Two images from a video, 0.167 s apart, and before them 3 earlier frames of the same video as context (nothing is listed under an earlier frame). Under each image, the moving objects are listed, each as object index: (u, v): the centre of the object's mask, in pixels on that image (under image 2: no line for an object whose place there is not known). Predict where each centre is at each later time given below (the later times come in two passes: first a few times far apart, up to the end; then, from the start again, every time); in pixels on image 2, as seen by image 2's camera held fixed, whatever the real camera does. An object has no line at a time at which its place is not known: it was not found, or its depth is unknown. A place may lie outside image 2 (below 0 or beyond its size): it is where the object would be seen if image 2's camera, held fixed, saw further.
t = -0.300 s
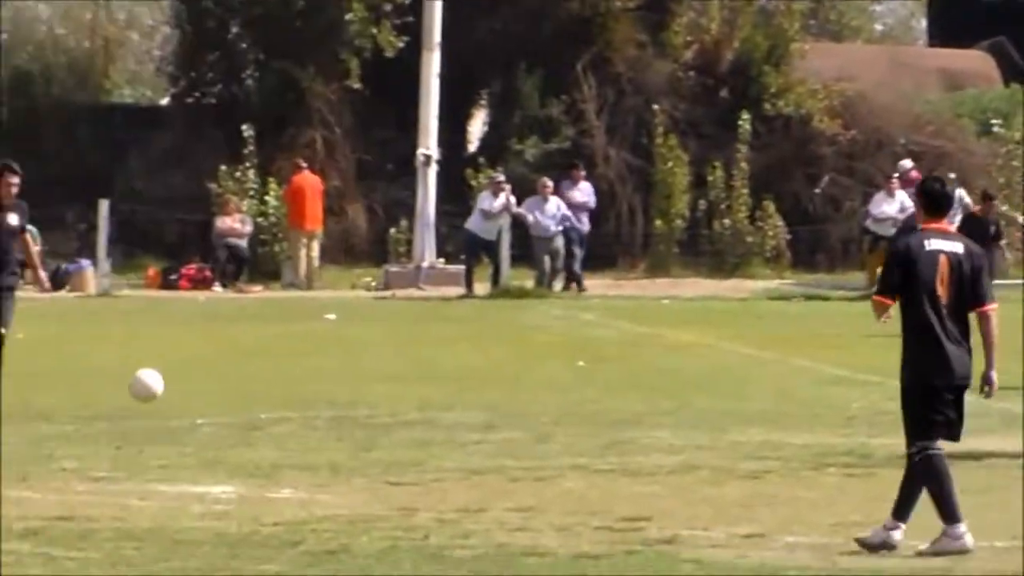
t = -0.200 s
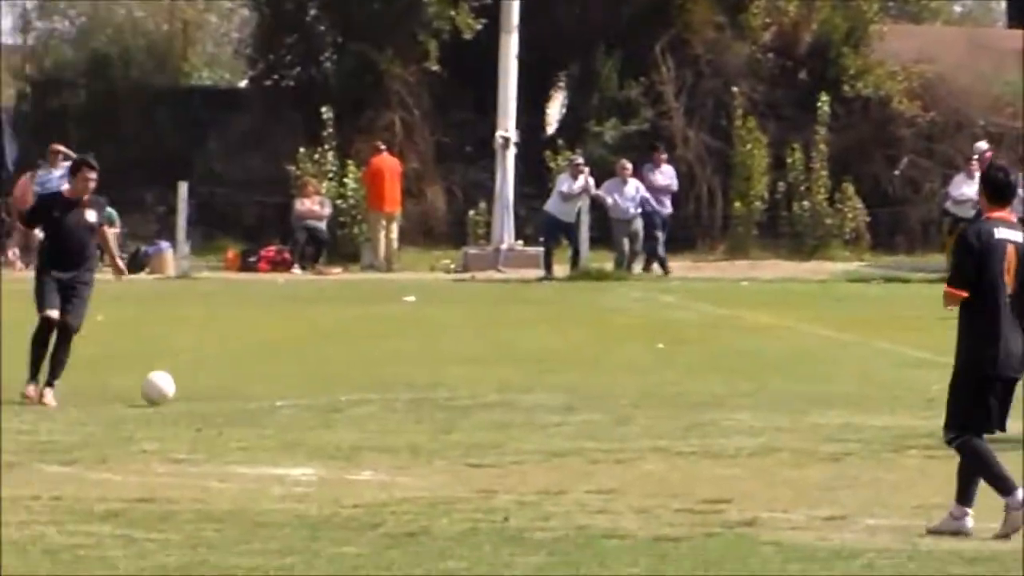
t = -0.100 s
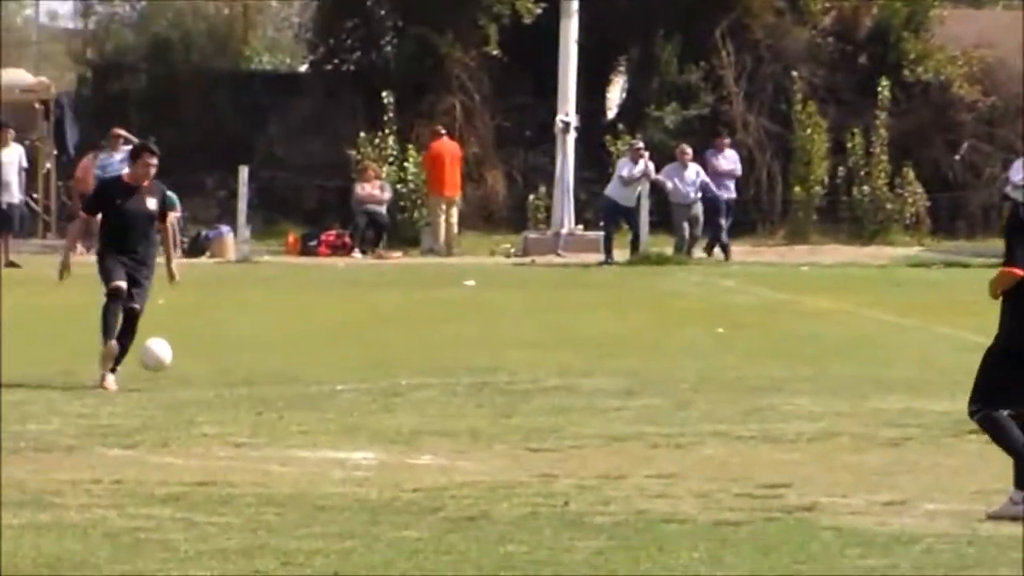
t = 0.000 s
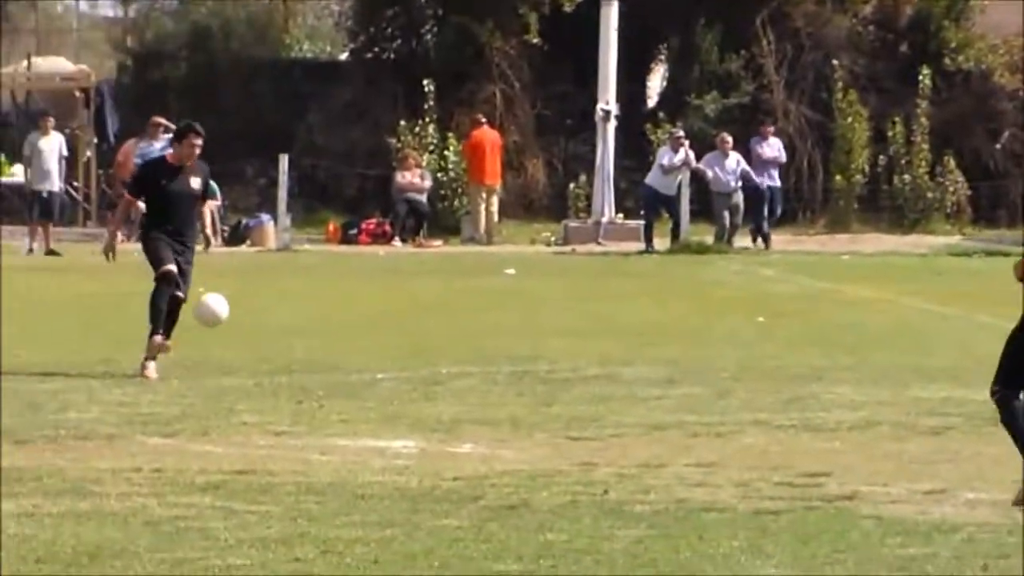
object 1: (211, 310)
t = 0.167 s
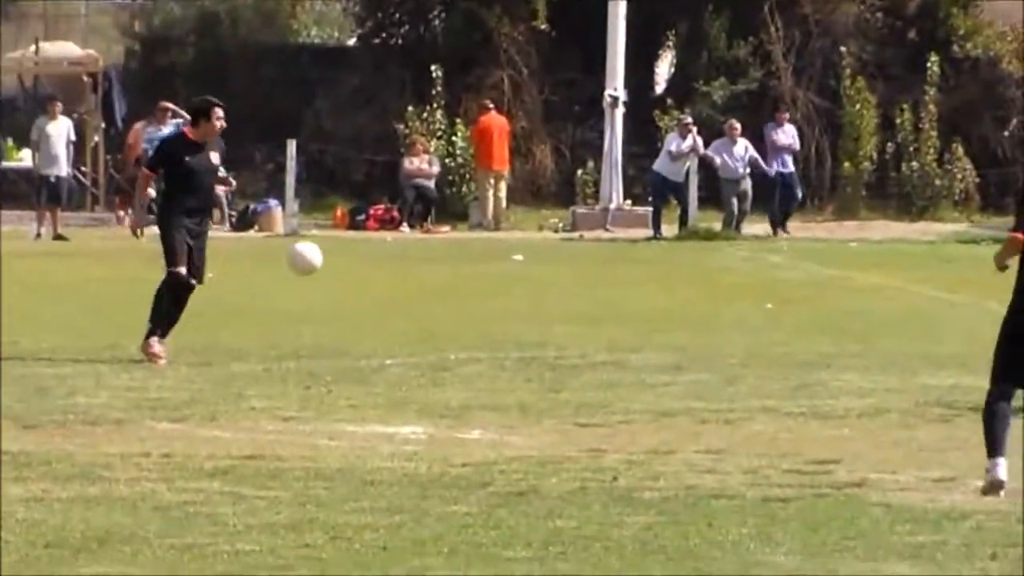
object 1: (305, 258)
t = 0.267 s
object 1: (356, 254)
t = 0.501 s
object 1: (476, 306)
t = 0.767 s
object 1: (557, 315)
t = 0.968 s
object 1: (591, 319)
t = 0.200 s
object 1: (323, 254)
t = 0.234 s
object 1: (340, 253)
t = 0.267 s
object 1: (356, 254)
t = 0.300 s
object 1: (374, 256)
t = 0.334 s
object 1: (391, 260)
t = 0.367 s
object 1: (409, 266)
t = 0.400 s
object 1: (425, 274)
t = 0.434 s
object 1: (442, 283)
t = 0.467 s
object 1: (459, 293)
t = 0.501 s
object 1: (476, 306)
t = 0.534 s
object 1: (493, 319)
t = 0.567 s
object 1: (510, 334)
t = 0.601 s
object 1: (527, 351)
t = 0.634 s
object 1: (534, 345)
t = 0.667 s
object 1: (540, 335)
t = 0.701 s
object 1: (546, 327)
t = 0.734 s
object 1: (551, 320)
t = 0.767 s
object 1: (557, 315)
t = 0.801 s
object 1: (563, 312)
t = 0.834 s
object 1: (568, 310)
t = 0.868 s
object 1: (574, 310)
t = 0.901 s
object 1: (579, 311)
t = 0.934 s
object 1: (586, 314)
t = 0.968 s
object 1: (591, 319)
